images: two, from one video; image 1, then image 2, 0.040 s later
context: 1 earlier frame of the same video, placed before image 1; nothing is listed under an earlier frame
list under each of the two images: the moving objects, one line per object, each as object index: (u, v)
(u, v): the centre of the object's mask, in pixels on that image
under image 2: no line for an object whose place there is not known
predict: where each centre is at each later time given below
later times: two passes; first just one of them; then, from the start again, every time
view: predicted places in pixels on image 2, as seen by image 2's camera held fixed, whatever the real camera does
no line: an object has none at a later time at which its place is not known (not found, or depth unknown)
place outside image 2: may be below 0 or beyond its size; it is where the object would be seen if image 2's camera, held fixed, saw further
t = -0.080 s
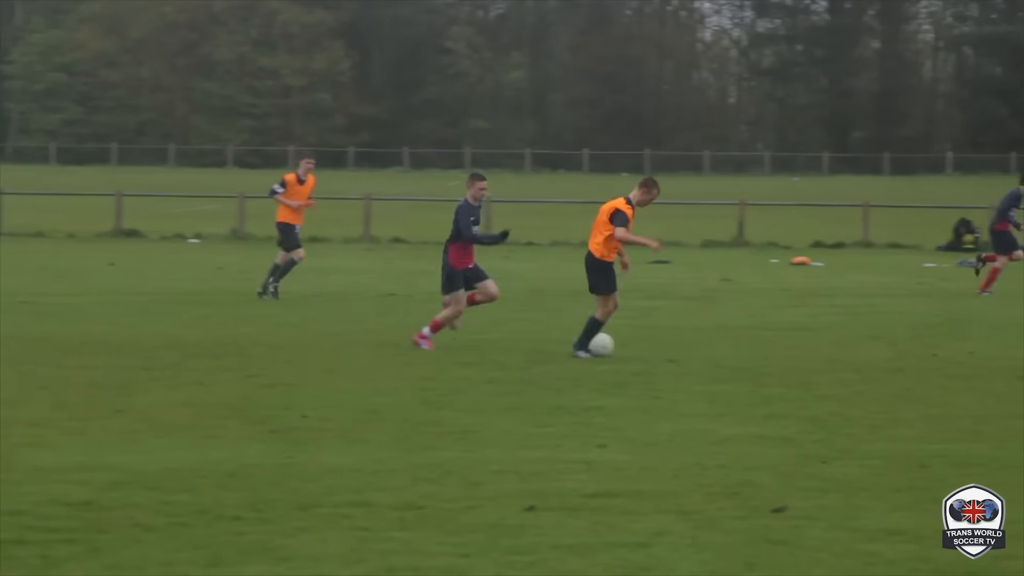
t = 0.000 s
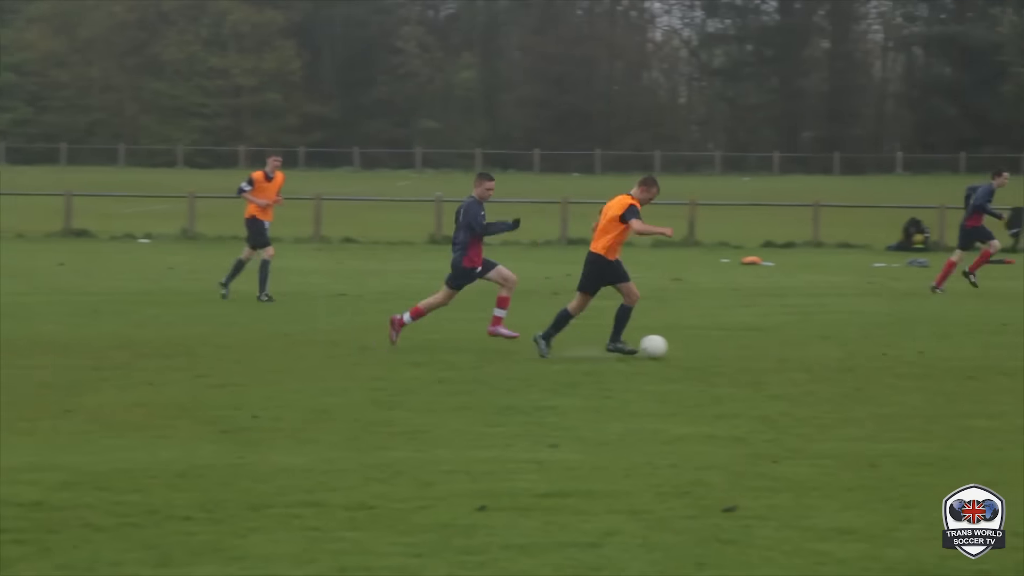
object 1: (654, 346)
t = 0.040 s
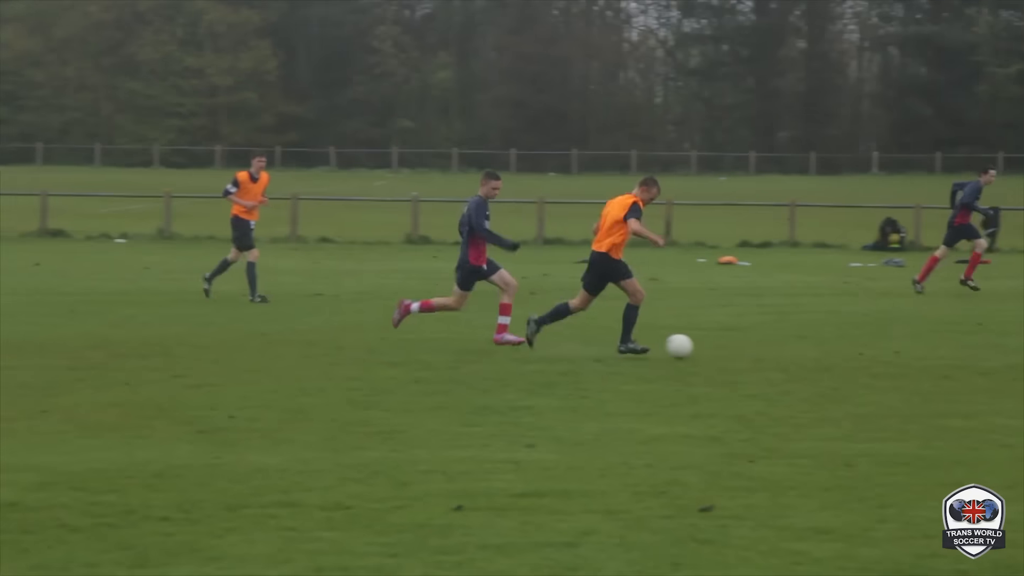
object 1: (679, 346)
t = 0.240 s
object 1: (924, 359)
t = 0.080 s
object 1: (728, 347)
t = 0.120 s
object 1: (777, 351)
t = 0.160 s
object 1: (827, 357)
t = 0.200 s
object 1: (876, 358)
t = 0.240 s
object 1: (924, 359)
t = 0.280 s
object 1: (973, 363)
